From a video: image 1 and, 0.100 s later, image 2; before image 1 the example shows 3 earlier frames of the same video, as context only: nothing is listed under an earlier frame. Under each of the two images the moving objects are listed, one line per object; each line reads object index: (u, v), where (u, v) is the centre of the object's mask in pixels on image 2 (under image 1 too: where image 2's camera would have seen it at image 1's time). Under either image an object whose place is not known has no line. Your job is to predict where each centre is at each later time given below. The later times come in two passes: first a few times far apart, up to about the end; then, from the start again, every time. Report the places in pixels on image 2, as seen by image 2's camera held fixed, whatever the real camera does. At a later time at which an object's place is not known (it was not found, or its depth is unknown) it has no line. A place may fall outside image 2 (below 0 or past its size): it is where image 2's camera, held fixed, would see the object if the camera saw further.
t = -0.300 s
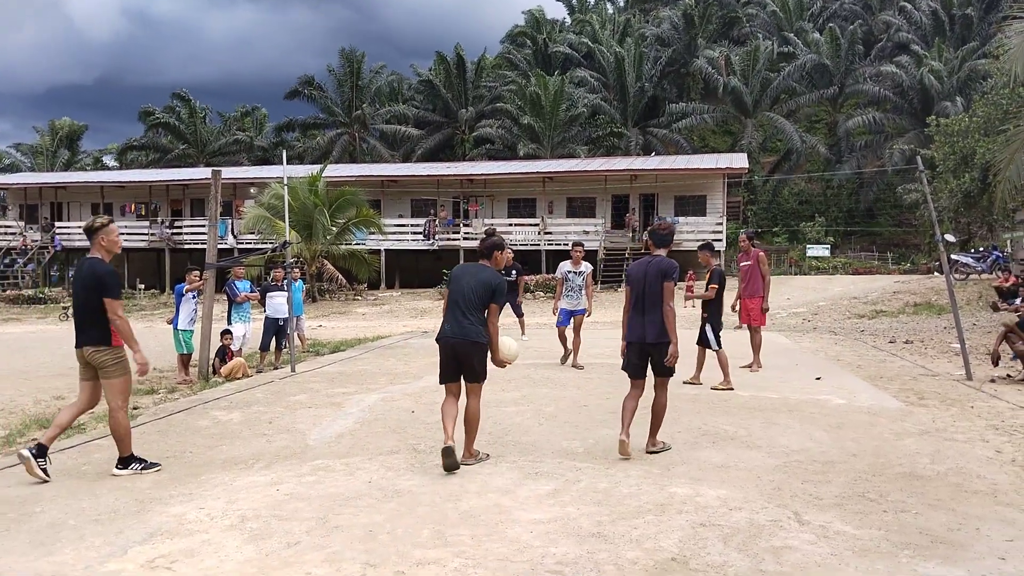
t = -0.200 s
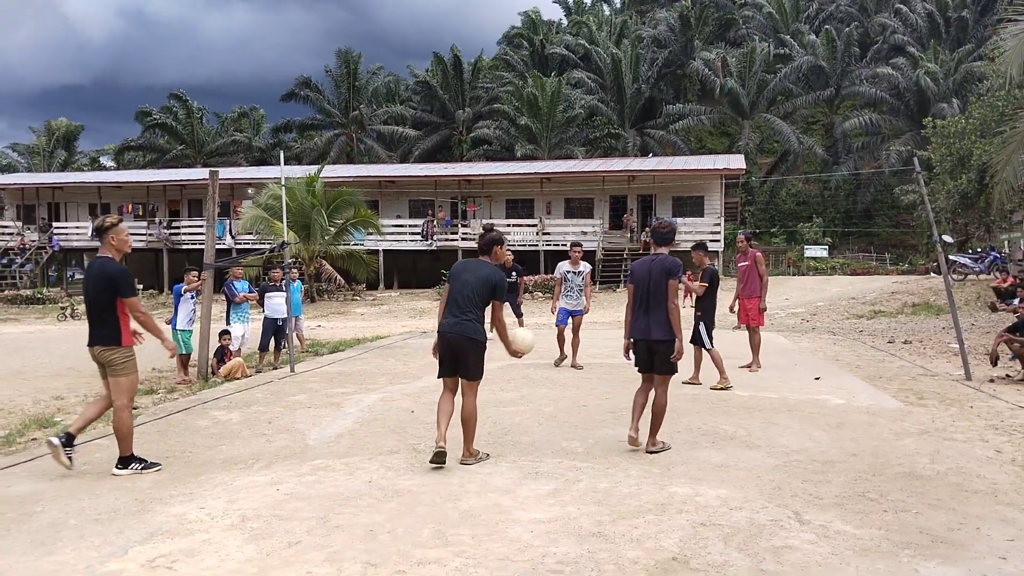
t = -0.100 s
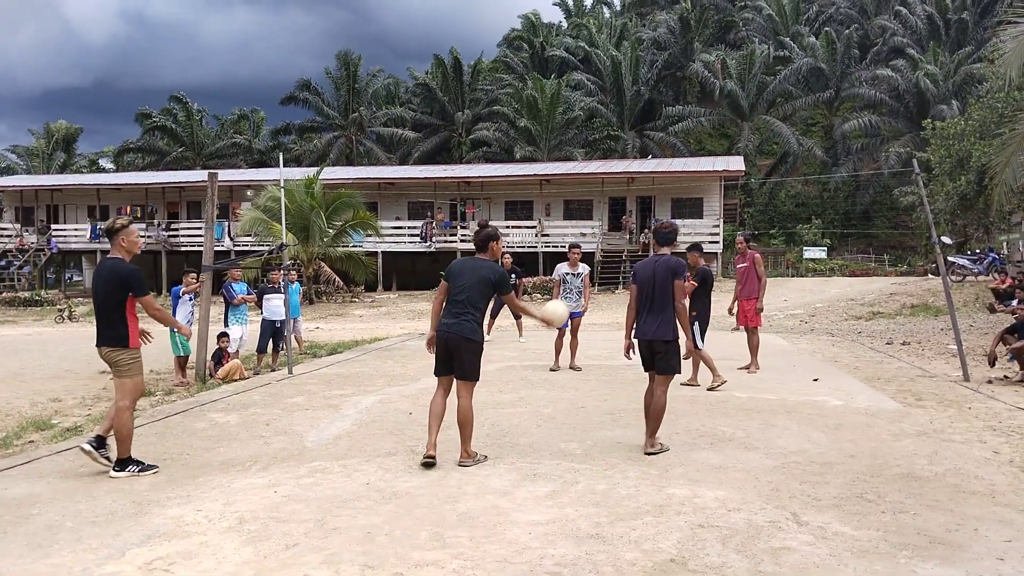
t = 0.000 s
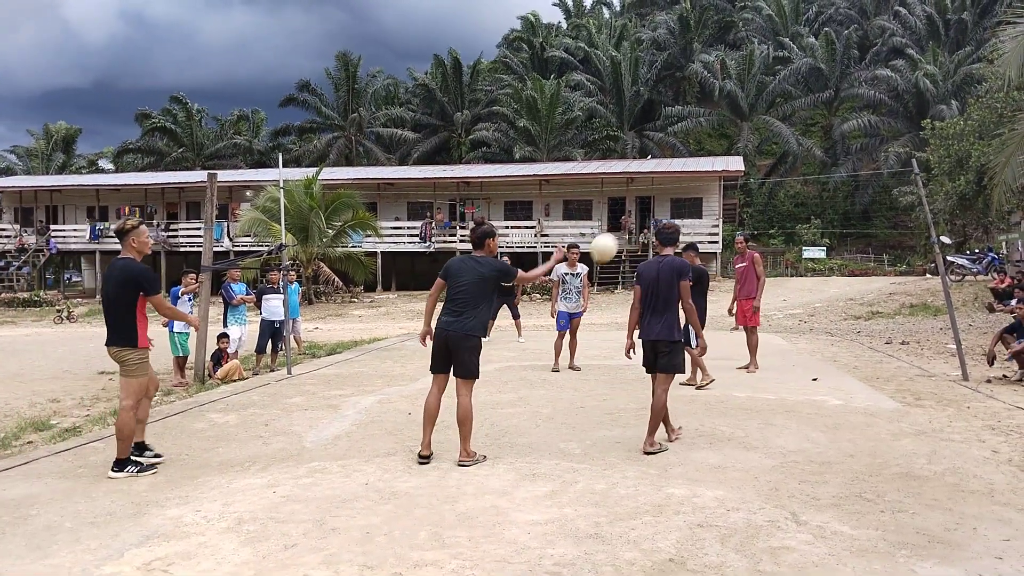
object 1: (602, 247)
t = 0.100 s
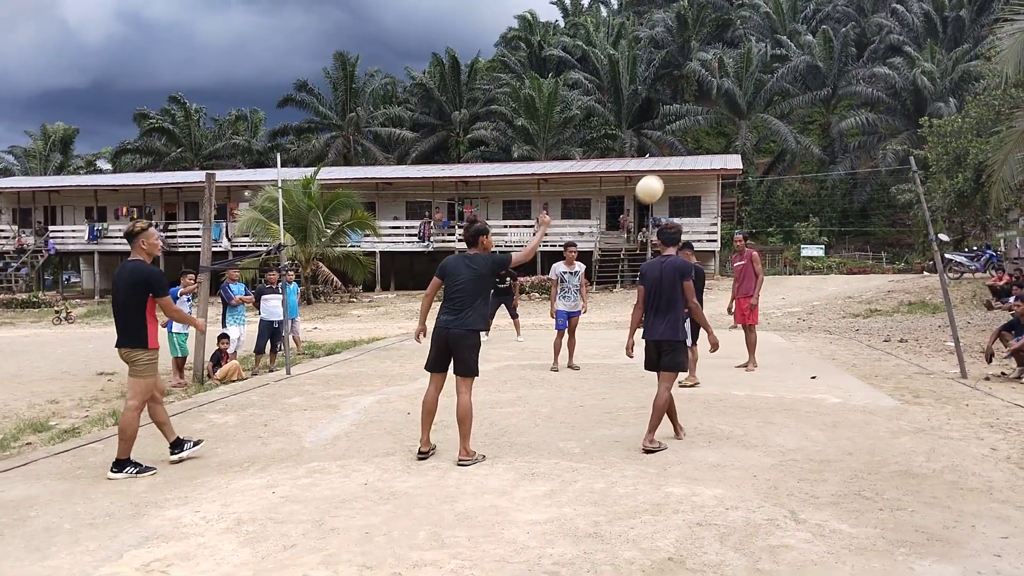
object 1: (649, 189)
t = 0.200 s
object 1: (694, 144)
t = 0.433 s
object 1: (788, 93)
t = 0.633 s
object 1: (858, 101)
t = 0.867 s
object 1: (930, 162)
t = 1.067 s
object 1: (982, 252)
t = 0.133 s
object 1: (664, 173)
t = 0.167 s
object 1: (679, 157)
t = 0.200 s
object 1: (694, 144)
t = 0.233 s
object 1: (708, 134)
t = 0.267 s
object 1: (722, 124)
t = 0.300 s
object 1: (735, 115)
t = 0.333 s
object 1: (750, 108)
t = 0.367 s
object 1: (763, 101)
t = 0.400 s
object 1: (776, 97)
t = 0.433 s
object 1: (788, 93)
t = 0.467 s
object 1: (800, 92)
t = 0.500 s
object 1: (812, 91)
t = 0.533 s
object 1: (824, 92)
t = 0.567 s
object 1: (835, 93)
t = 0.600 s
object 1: (847, 96)
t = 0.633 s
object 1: (858, 101)
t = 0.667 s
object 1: (870, 107)
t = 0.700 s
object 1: (880, 113)
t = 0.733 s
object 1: (889, 121)
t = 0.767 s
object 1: (899, 129)
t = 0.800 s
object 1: (909, 139)
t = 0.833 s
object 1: (920, 149)
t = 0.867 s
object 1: (930, 162)
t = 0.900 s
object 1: (939, 174)
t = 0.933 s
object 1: (947, 188)
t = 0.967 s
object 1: (956, 203)
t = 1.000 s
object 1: (965, 219)
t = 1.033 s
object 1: (973, 235)
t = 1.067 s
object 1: (982, 252)
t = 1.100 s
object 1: (990, 271)
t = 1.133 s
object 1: (997, 289)
